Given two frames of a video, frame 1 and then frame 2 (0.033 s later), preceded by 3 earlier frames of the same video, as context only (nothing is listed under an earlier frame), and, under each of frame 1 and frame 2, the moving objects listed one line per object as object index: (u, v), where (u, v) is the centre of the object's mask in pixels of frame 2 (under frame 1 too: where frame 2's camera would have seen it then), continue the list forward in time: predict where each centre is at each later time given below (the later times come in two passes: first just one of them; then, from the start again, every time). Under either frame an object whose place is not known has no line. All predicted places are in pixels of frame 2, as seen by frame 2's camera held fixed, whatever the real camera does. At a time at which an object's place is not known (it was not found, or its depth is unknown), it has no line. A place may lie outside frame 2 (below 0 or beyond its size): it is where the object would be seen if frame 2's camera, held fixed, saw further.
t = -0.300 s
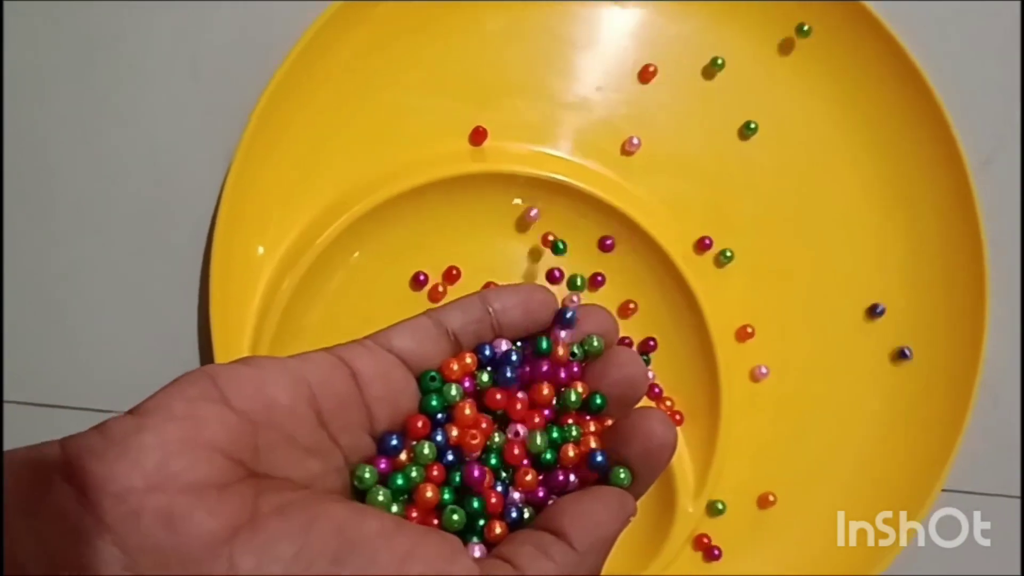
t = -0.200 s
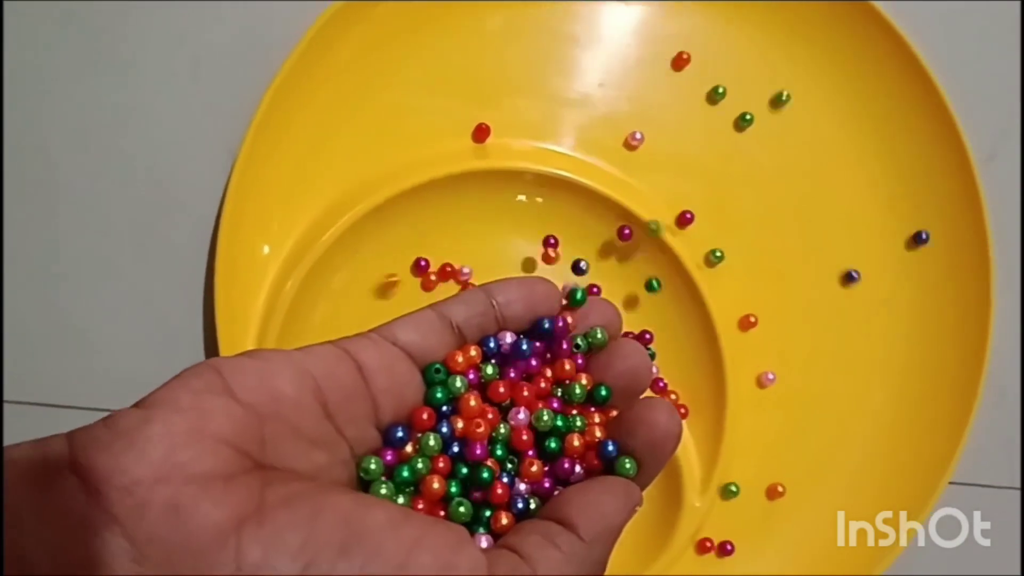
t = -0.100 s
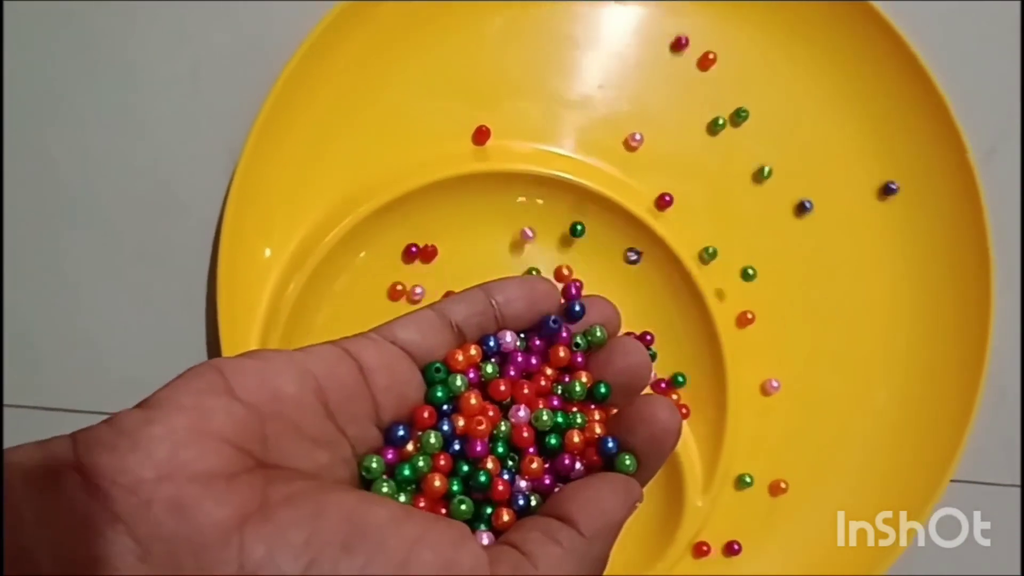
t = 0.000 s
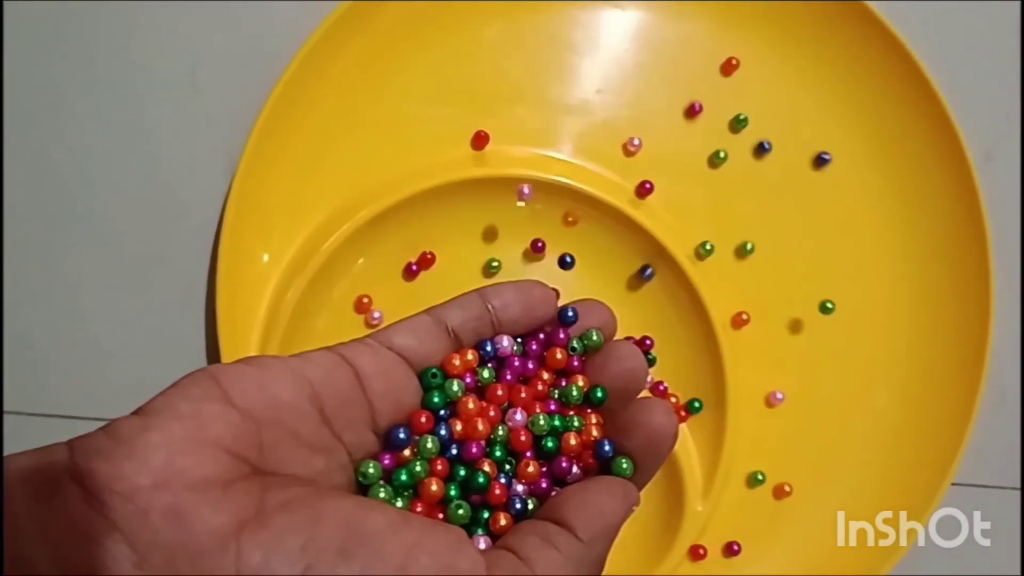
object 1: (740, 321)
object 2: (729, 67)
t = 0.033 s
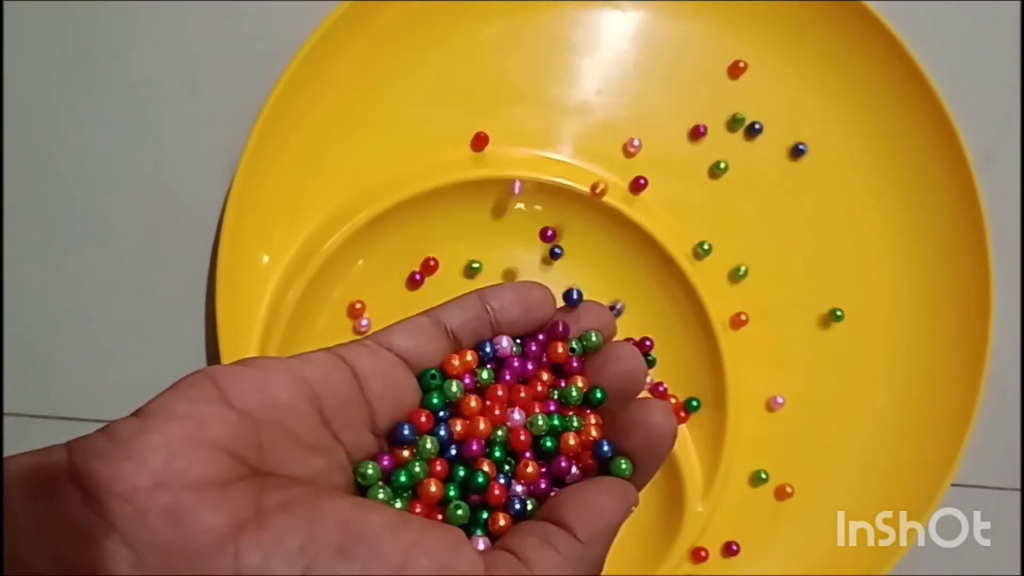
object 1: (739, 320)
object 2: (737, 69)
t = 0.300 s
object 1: (746, 362)
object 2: (781, 60)
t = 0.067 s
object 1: (737, 320)
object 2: (744, 71)
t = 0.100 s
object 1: (738, 324)
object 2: (751, 73)
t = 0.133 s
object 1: (740, 329)
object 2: (758, 74)
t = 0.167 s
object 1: (741, 335)
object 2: (766, 73)
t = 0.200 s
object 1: (743, 341)
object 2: (773, 70)
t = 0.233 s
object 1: (744, 348)
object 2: (777, 65)
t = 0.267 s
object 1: (745, 355)
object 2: (780, 61)
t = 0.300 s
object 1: (746, 362)
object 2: (781, 60)
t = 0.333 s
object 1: (748, 368)
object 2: (781, 62)
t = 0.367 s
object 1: (750, 375)
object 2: (782, 65)
